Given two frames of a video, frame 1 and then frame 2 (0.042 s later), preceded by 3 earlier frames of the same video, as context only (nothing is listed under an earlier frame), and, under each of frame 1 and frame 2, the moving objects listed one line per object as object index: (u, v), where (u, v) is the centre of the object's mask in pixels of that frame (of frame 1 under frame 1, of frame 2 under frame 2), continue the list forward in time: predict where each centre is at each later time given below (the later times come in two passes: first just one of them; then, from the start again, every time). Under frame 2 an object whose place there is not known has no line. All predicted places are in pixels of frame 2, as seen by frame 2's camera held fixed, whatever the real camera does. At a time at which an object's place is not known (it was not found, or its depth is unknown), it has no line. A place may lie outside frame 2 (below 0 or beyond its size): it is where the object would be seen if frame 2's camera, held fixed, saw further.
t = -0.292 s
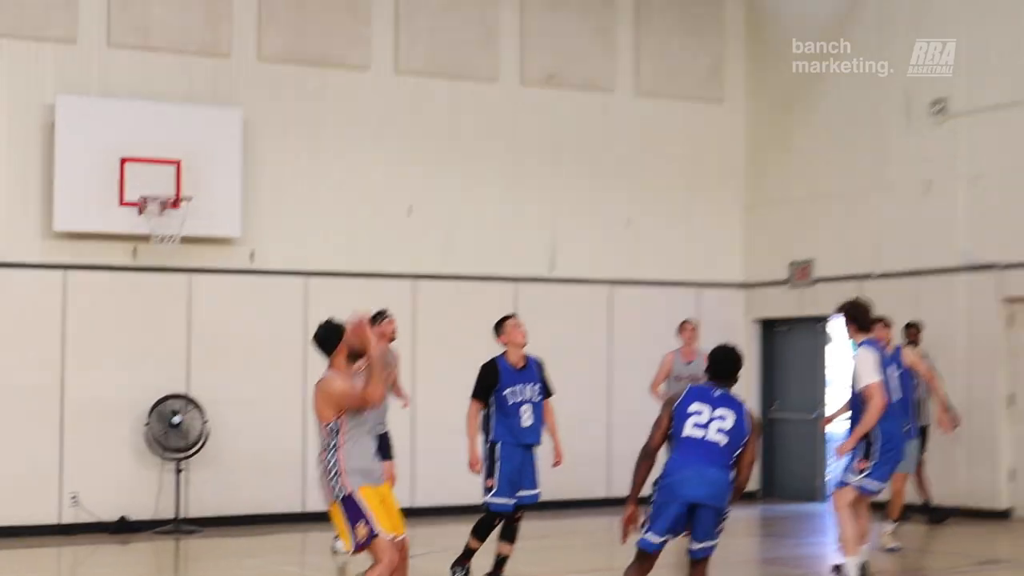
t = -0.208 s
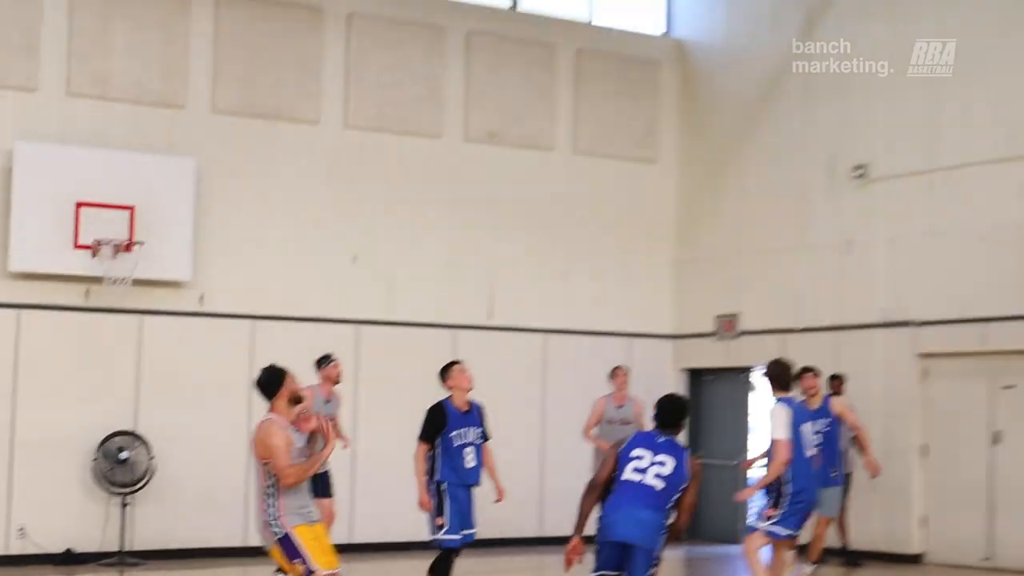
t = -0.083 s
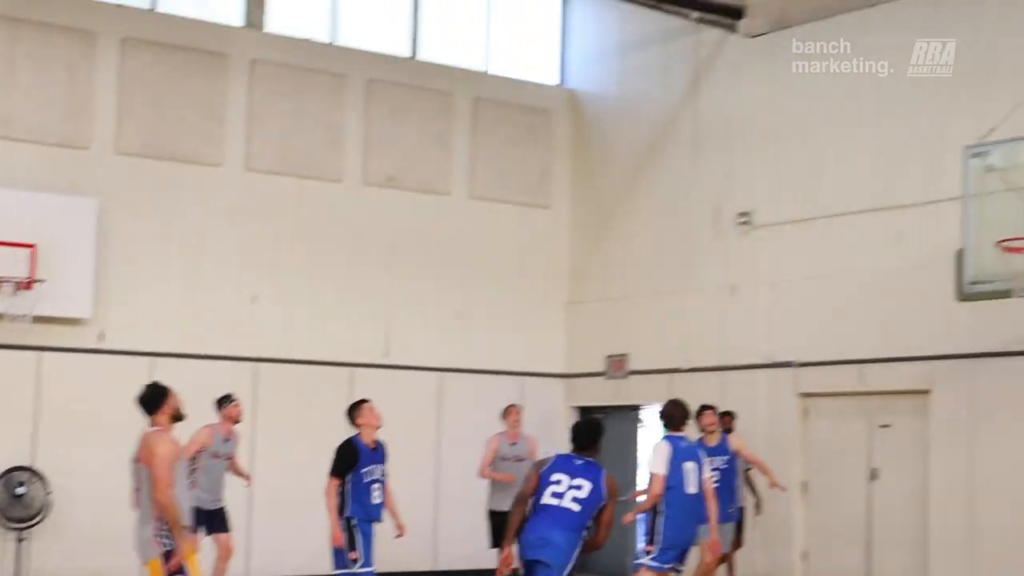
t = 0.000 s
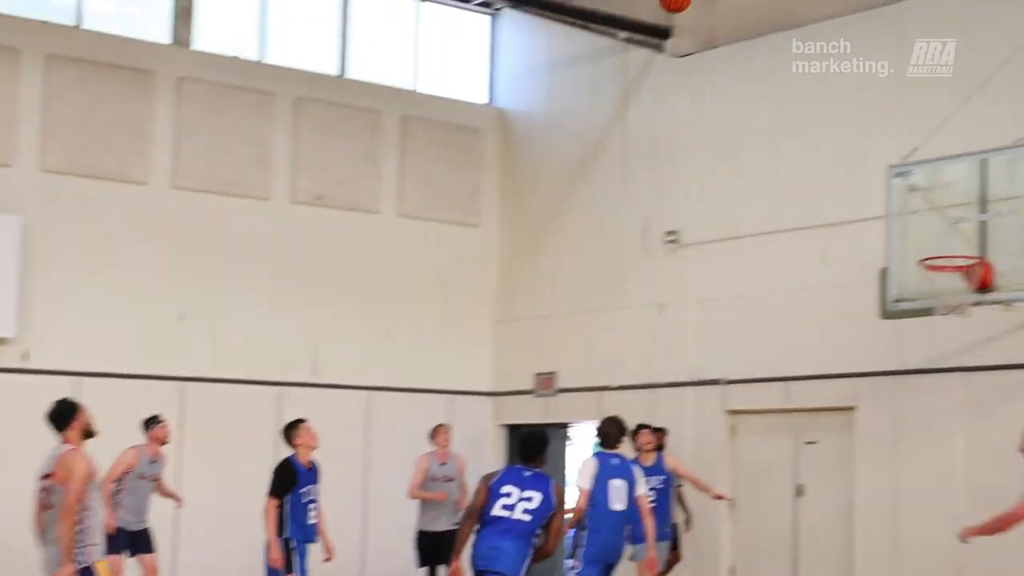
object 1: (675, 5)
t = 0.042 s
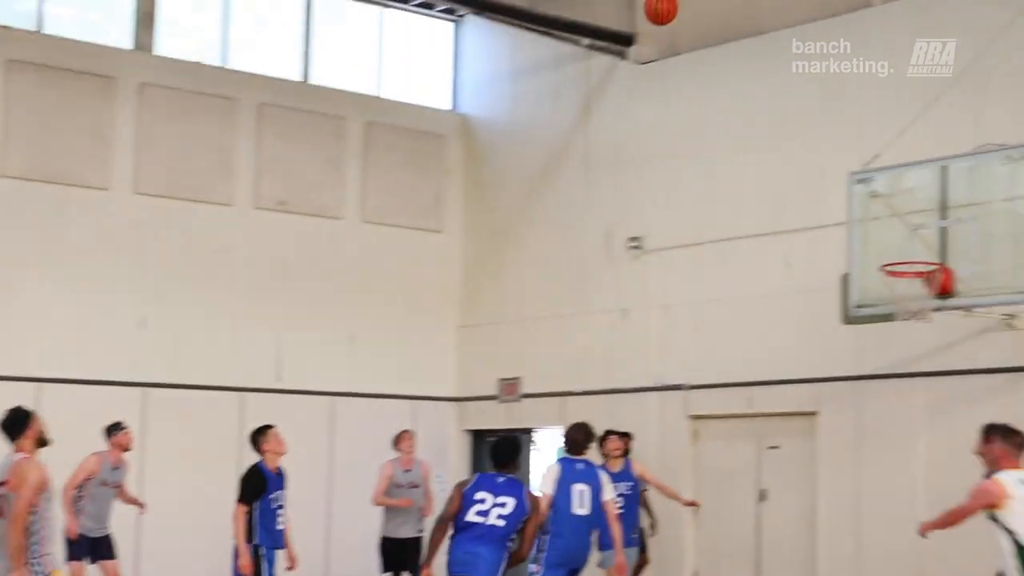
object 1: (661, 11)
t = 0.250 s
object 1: (775, 71)
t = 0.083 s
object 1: (682, 15)
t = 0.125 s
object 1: (714, 29)
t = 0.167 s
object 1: (735, 41)
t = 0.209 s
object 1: (755, 55)
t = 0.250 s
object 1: (775, 71)
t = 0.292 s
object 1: (795, 89)
